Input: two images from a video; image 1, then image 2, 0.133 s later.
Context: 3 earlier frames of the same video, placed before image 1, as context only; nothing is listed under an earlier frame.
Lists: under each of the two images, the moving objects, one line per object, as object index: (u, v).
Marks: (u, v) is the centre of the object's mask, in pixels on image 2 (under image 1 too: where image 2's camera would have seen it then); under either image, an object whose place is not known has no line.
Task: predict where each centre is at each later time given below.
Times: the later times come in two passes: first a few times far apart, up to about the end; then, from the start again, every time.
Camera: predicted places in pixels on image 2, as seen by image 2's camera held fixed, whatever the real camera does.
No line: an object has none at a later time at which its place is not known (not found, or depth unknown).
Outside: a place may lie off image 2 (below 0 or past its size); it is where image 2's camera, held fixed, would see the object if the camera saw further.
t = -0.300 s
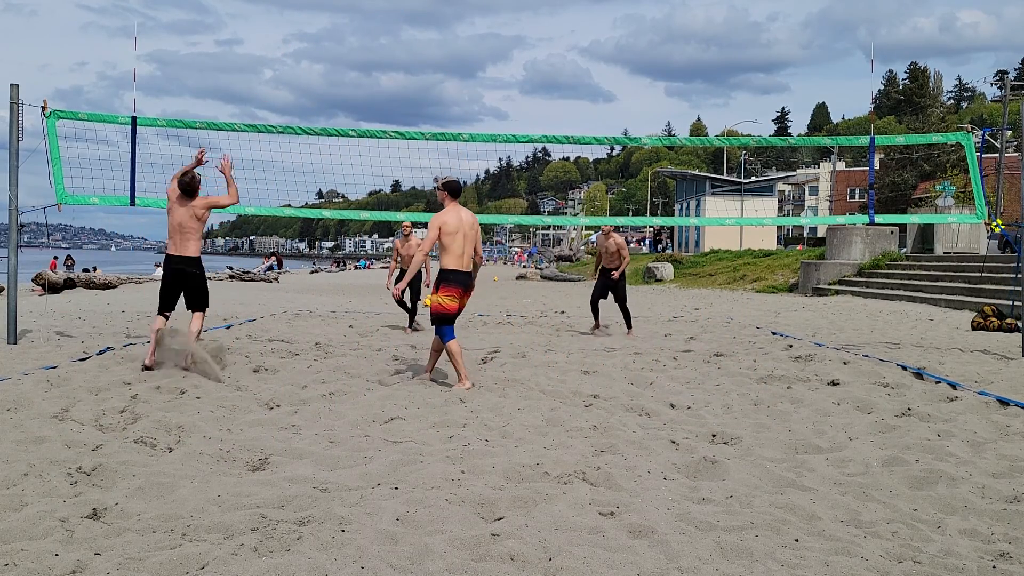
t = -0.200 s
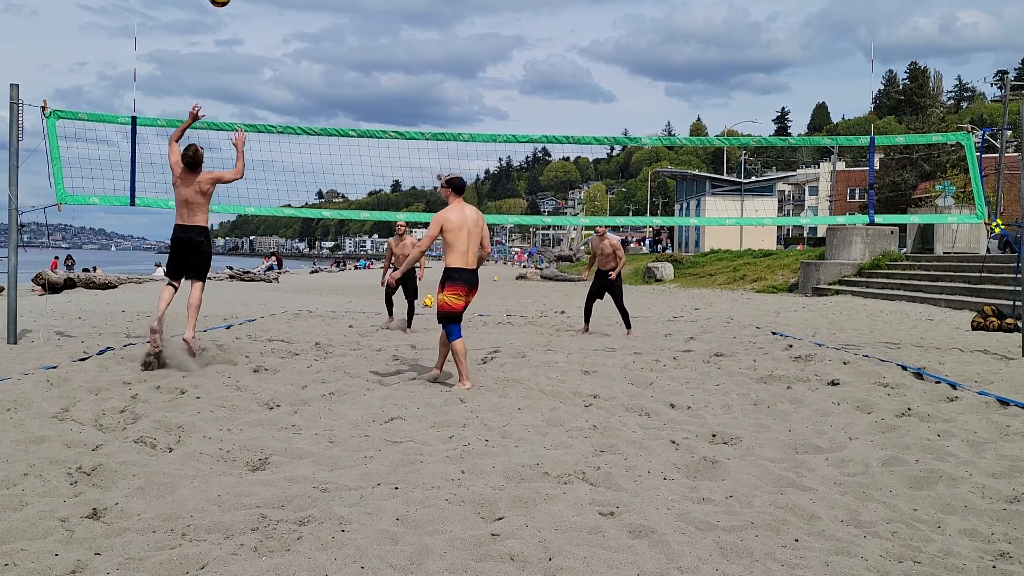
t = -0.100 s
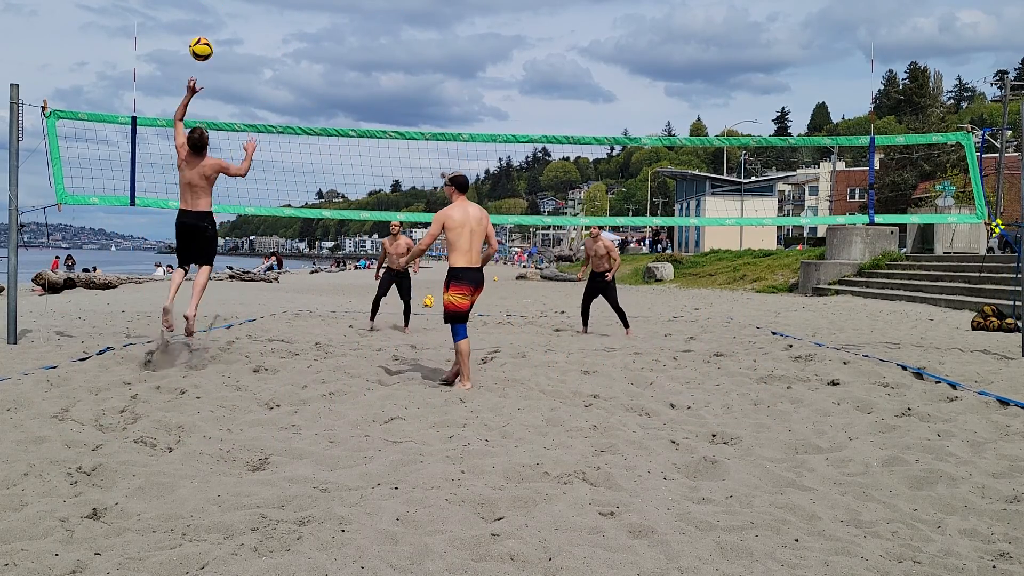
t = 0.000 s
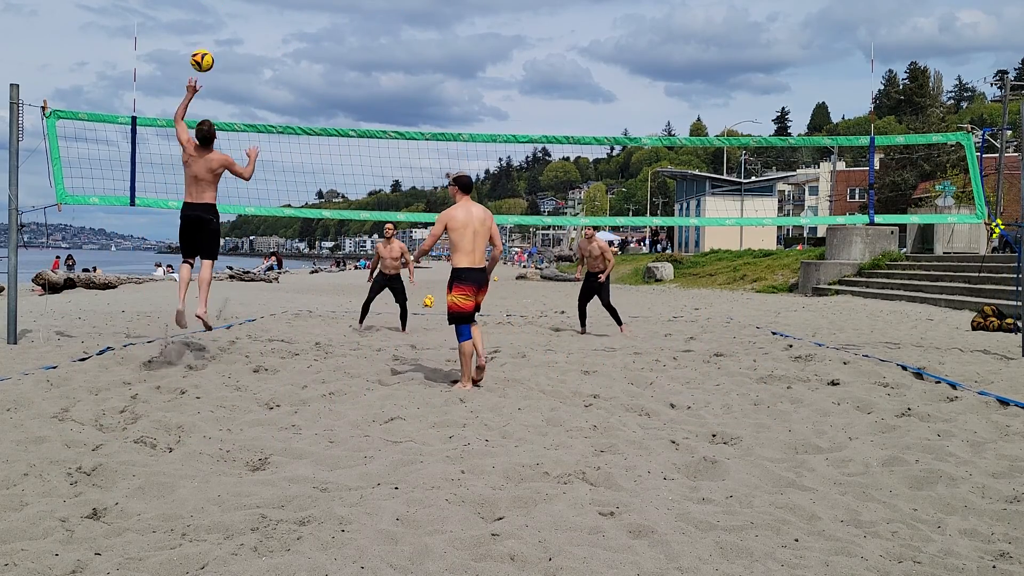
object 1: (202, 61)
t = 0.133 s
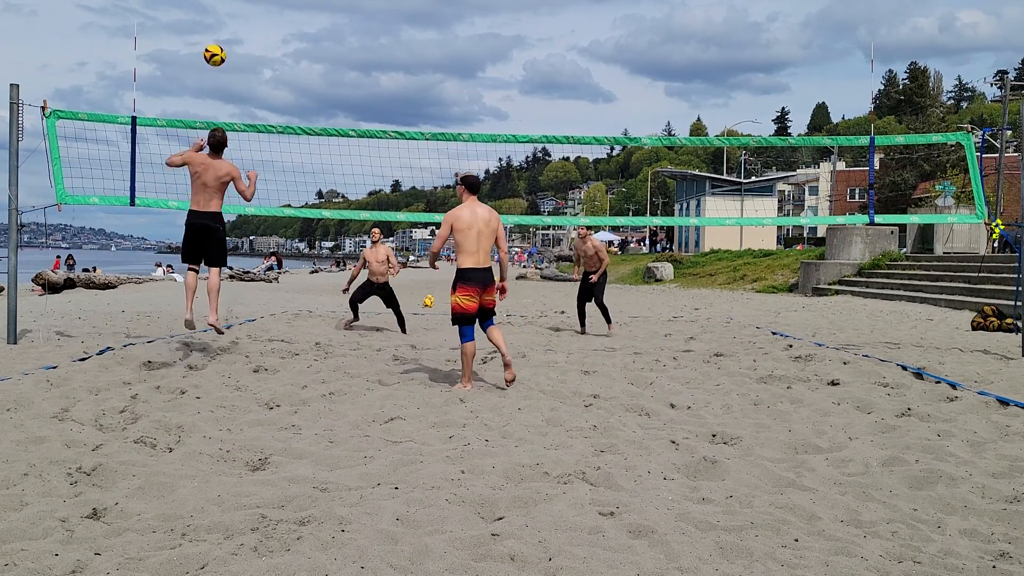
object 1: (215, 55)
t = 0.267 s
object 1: (226, 67)
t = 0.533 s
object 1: (245, 137)
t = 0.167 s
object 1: (217, 56)
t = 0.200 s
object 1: (220, 59)
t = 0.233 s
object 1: (223, 62)
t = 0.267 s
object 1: (226, 67)
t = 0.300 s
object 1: (228, 72)
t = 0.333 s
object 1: (231, 79)
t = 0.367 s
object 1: (234, 86)
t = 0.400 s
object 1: (236, 94)
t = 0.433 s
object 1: (239, 103)
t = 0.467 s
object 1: (241, 113)
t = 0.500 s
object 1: (243, 119)
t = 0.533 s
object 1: (245, 137)
